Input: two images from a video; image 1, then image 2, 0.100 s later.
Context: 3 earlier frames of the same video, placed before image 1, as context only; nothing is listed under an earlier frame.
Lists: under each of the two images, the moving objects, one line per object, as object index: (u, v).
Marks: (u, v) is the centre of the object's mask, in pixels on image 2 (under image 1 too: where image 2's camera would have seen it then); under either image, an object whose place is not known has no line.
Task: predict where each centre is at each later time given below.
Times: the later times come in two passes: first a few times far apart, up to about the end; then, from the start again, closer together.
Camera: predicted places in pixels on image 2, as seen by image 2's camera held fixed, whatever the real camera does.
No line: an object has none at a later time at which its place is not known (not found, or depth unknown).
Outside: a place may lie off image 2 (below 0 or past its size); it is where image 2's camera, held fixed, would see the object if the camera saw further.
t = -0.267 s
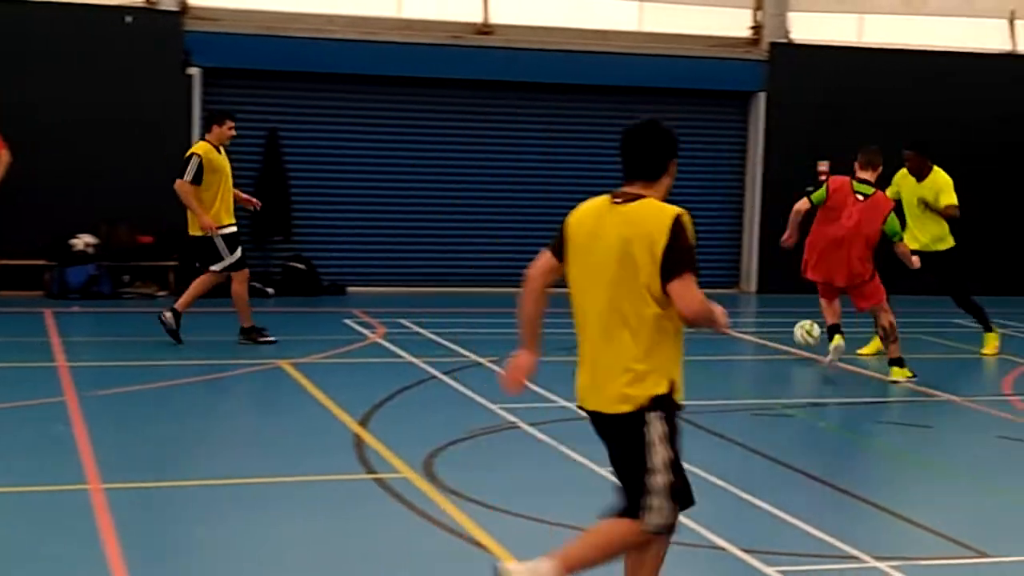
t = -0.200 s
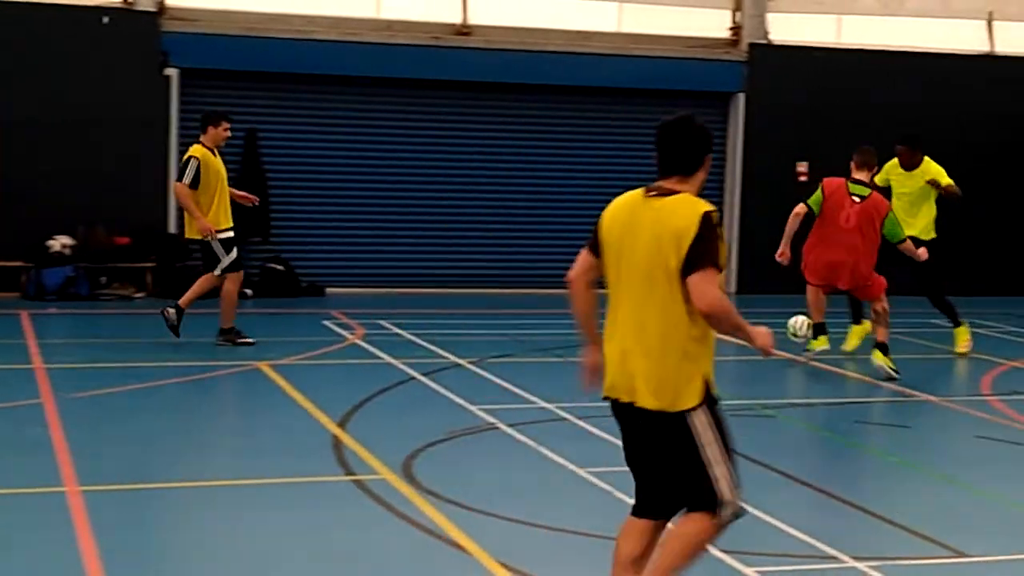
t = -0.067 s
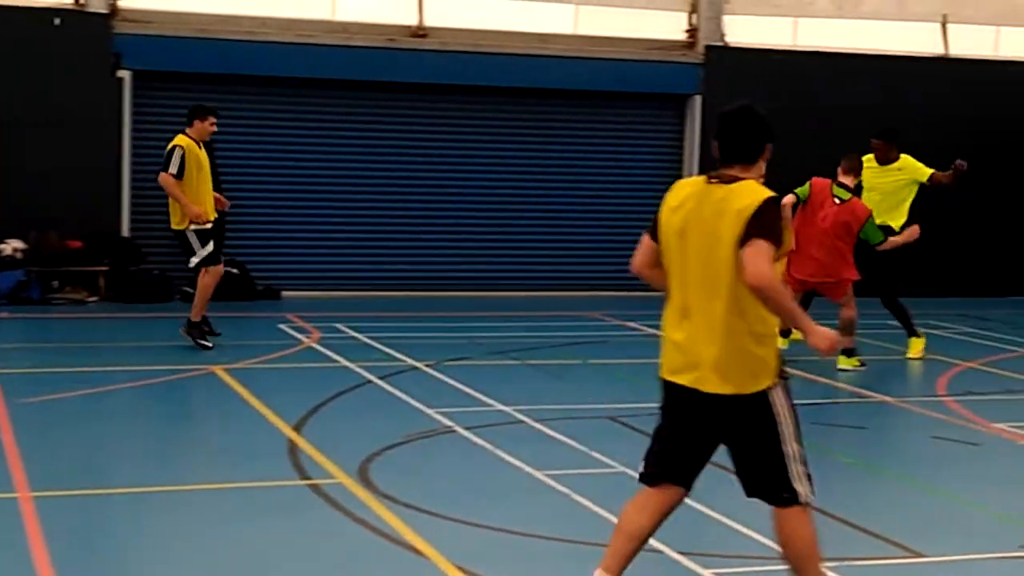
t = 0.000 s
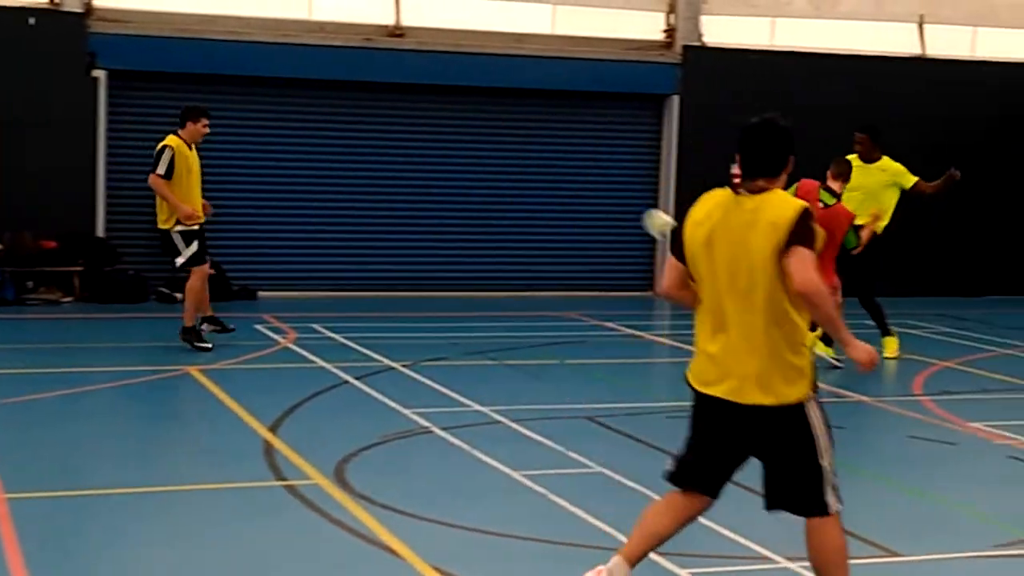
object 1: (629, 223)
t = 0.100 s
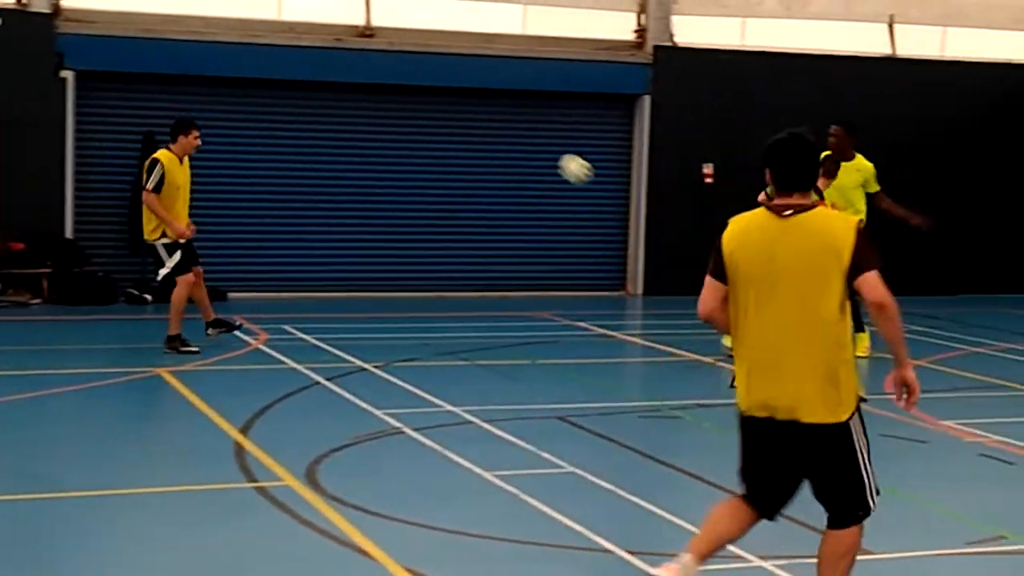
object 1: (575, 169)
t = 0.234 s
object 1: (501, 115)
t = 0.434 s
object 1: (388, 79)
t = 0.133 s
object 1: (557, 153)
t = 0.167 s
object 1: (538, 139)
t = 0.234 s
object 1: (501, 115)
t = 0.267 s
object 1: (482, 105)
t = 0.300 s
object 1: (463, 97)
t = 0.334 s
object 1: (445, 90)
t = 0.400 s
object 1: (407, 81)
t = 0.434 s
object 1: (388, 79)
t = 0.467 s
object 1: (370, 78)
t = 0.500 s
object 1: (351, 78)
